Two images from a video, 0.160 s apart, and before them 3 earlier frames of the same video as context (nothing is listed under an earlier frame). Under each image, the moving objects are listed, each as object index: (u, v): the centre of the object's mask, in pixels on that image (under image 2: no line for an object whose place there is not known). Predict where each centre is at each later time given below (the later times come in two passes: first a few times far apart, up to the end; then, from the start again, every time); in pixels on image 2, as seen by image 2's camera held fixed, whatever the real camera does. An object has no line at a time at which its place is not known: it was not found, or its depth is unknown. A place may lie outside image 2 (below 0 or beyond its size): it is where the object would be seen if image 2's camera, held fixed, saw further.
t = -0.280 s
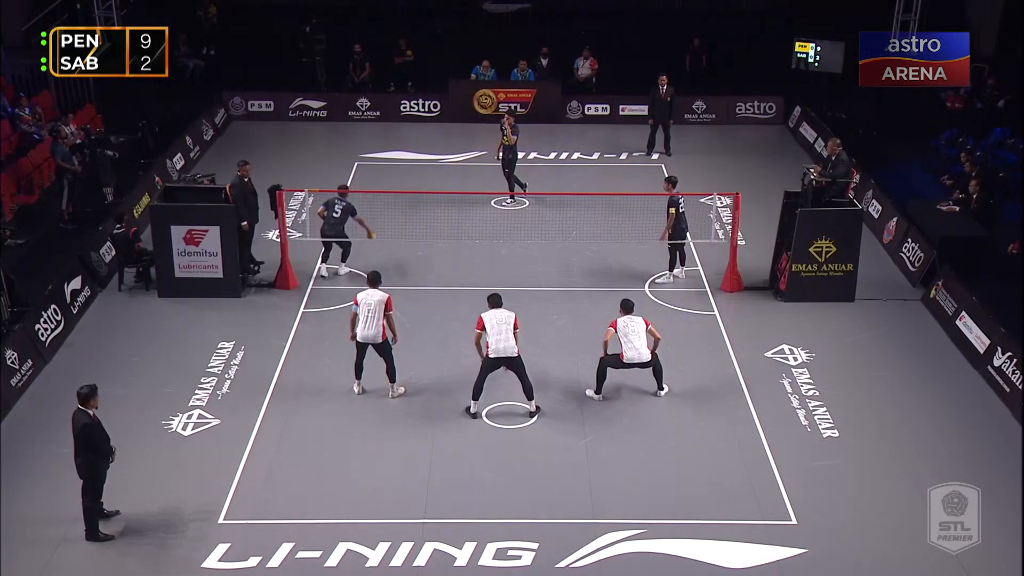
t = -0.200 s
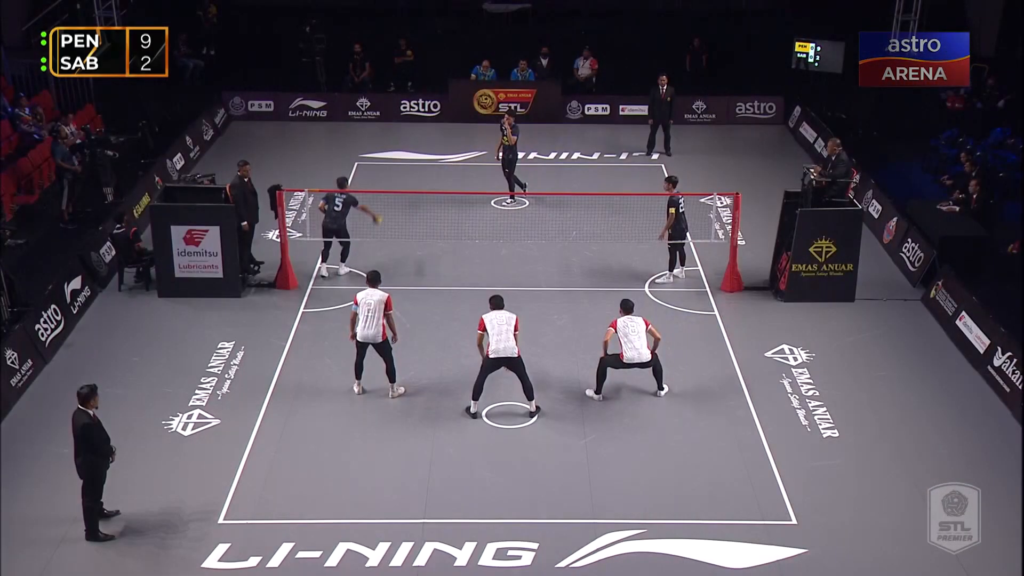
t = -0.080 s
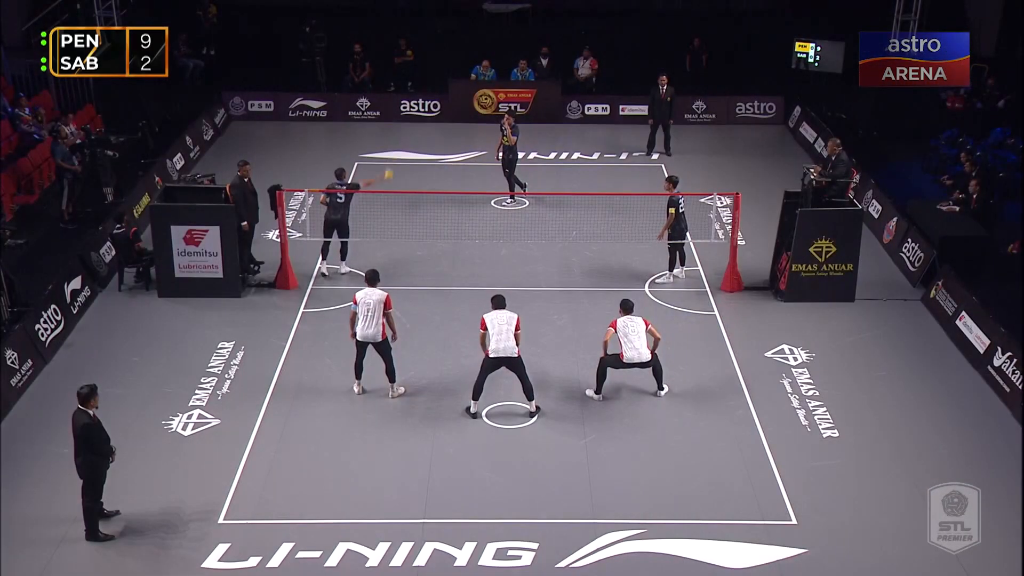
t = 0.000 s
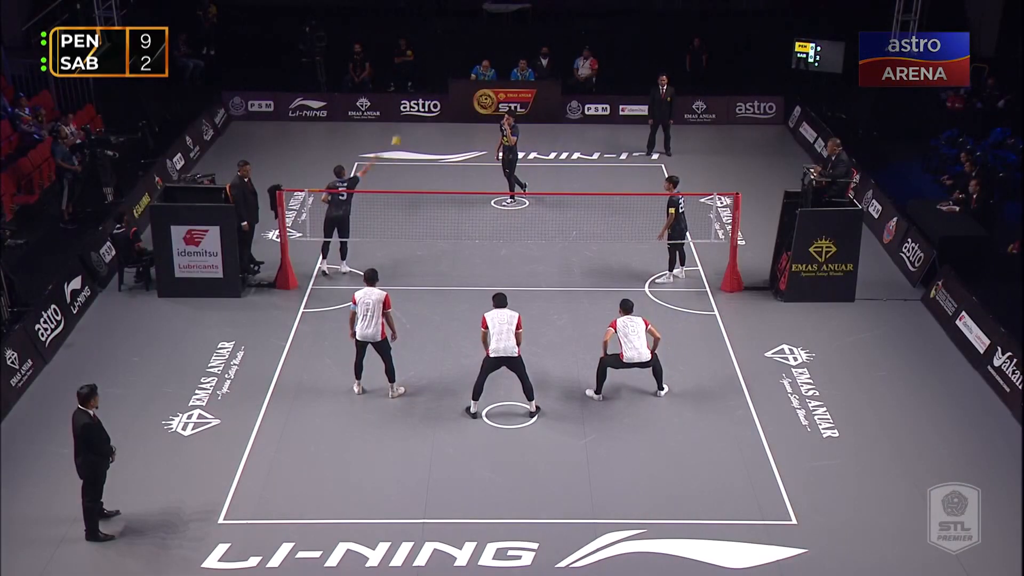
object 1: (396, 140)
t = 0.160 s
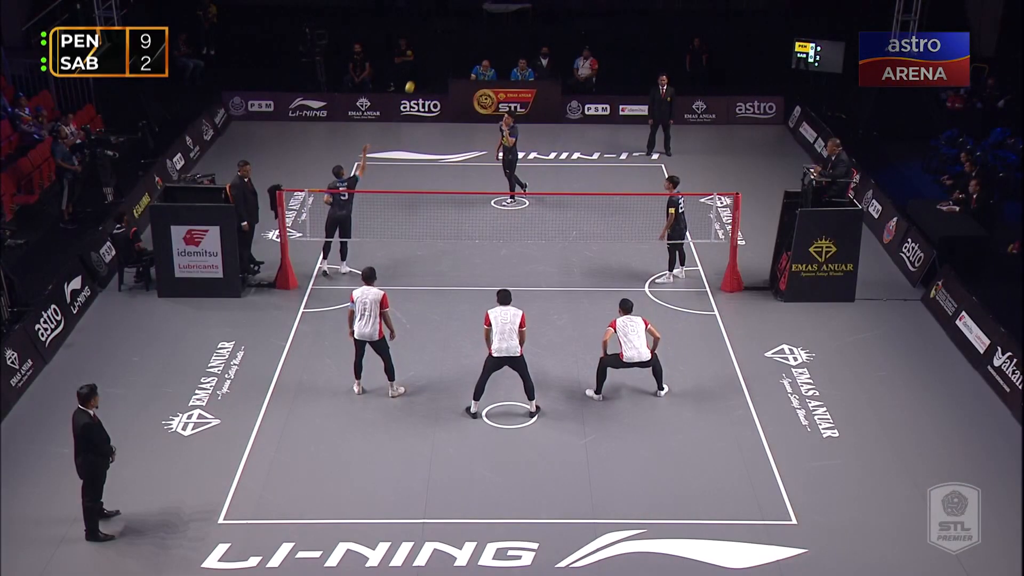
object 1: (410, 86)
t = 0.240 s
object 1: (416, 66)
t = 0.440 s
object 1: (434, 32)
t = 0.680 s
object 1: (455, 25)
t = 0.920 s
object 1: (475, 52)
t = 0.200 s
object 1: (413, 76)
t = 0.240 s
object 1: (416, 66)
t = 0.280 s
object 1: (420, 57)
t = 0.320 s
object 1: (424, 49)
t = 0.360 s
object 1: (427, 43)
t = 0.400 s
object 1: (431, 37)
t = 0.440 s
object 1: (434, 32)
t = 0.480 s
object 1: (438, 28)
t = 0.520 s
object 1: (441, 26)
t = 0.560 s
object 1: (445, 24)
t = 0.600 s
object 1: (448, 23)
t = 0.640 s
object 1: (451, 24)
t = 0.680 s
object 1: (455, 25)
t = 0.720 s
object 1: (458, 27)
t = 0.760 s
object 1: (462, 30)
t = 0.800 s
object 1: (465, 34)
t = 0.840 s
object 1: (468, 40)
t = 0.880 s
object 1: (472, 45)
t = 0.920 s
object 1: (475, 52)
